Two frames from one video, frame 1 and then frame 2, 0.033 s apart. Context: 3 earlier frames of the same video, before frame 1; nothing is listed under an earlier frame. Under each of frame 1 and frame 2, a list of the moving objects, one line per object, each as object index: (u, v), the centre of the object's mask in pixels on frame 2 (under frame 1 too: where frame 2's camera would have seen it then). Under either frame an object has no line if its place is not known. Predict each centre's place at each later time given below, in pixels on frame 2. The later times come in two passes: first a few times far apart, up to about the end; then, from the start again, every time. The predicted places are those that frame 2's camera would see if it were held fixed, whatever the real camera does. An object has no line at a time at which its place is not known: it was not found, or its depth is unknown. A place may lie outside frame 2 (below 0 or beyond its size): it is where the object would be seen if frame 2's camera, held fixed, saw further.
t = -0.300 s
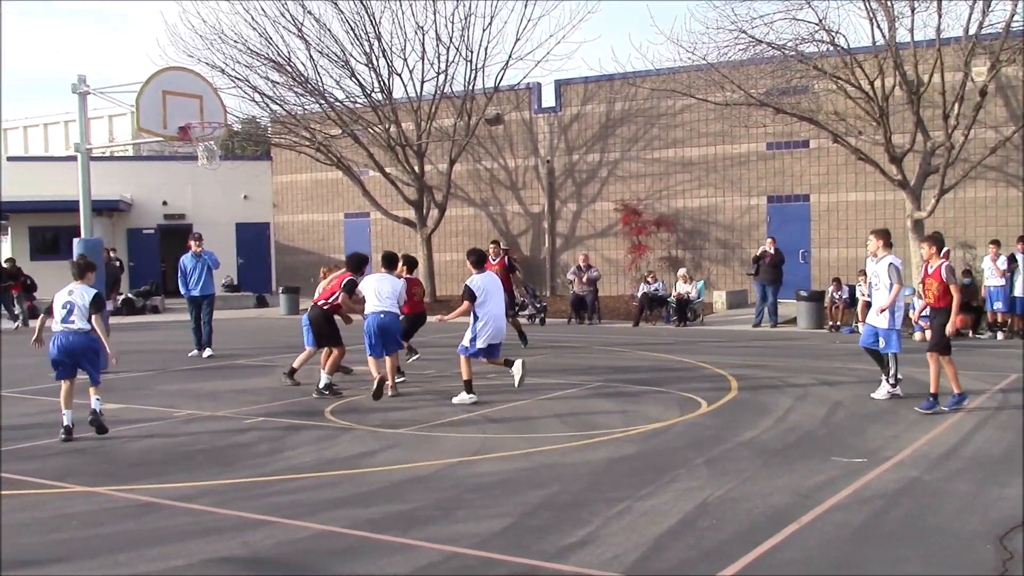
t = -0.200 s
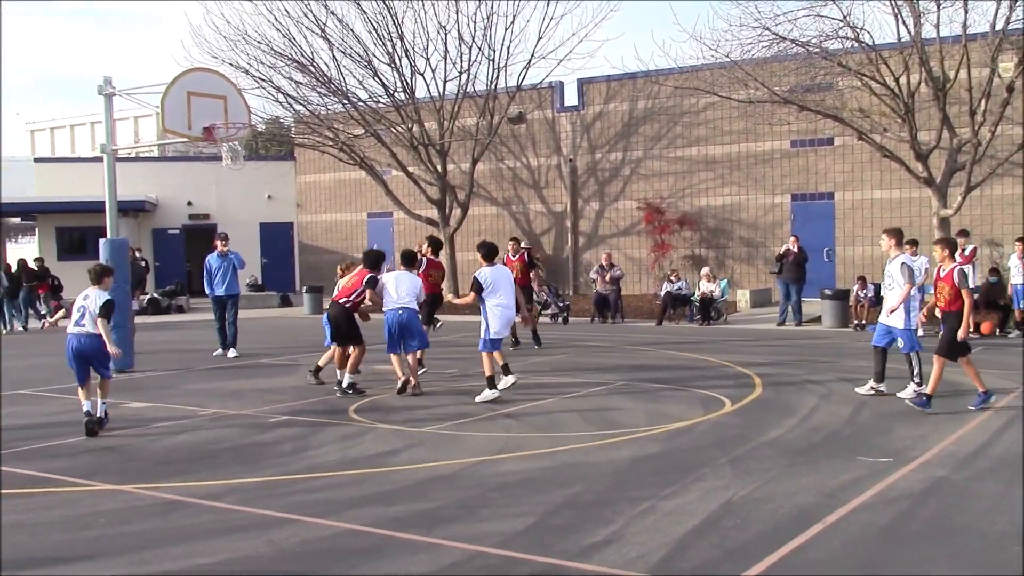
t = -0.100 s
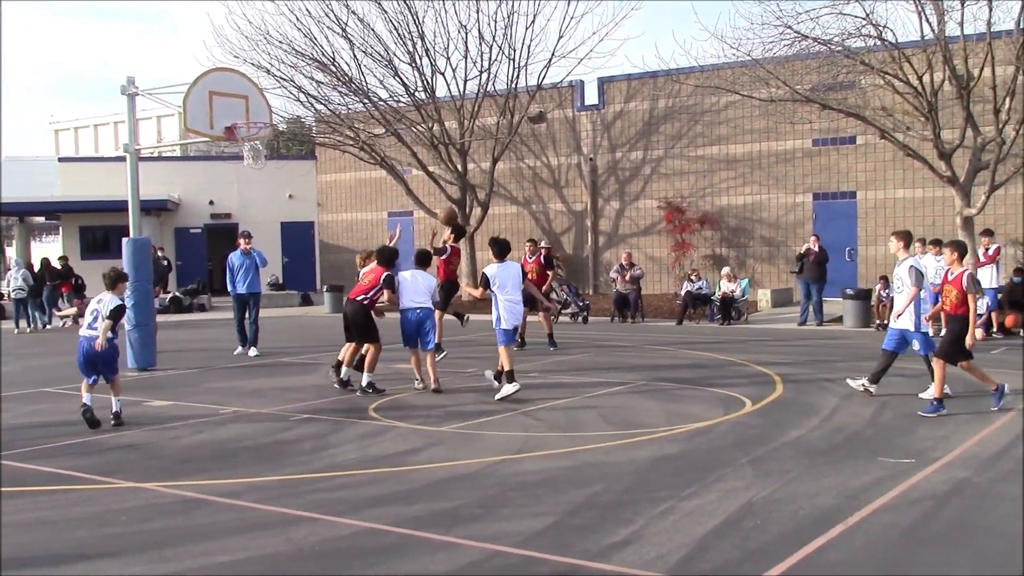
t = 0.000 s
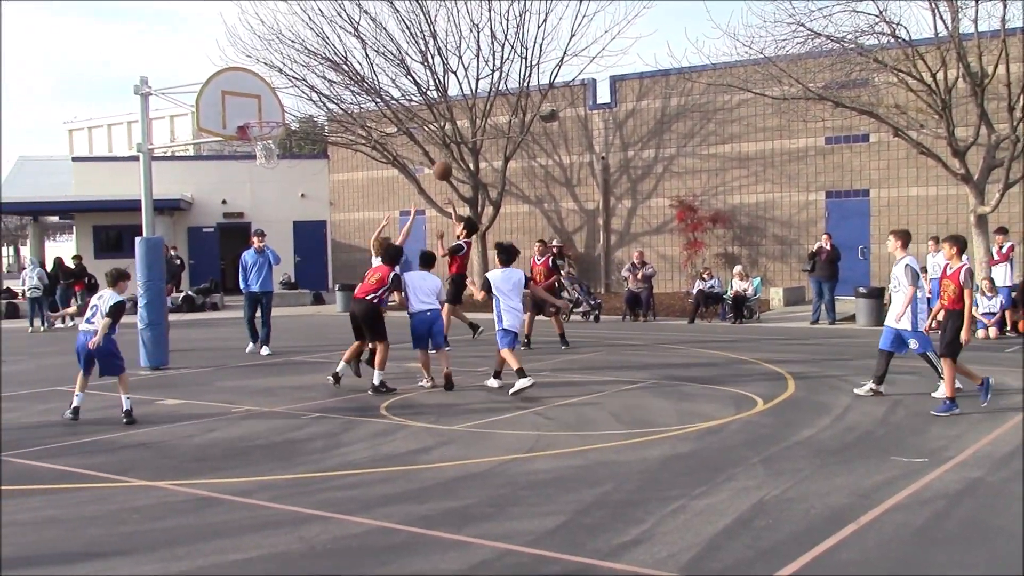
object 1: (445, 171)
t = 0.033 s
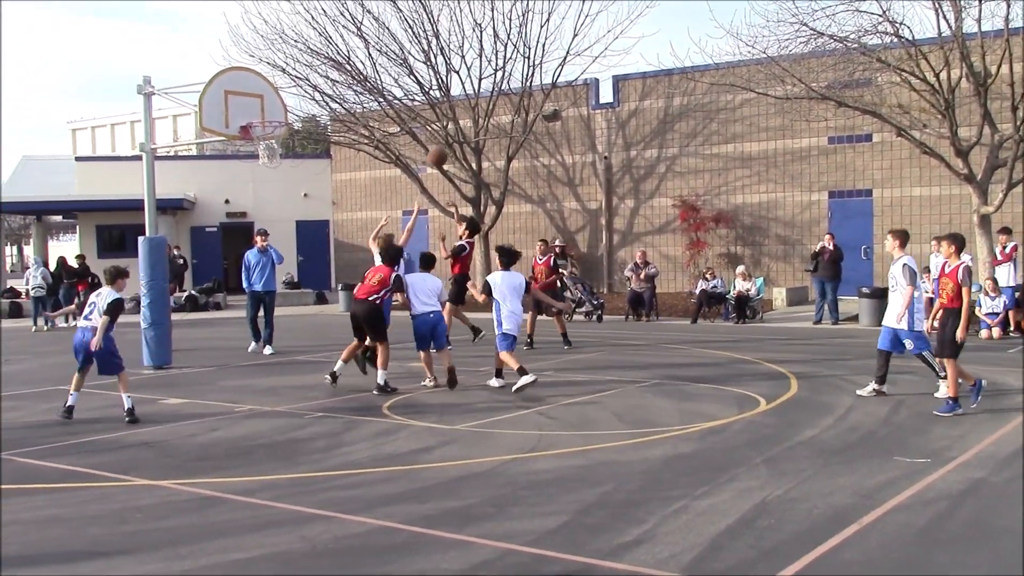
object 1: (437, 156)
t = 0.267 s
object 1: (385, 84)
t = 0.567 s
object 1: (321, 55)
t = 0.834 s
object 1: (268, 91)
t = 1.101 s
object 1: (273, 78)
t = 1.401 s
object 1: (313, 71)
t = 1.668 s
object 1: (351, 126)
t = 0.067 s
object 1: (430, 144)
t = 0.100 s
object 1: (422, 131)
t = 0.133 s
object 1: (414, 120)
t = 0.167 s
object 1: (408, 110)
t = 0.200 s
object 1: (400, 100)
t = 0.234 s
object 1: (392, 91)
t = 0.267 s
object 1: (385, 84)
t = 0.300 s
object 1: (377, 78)
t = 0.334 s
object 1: (371, 72)
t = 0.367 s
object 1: (363, 67)
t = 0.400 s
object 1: (356, 63)
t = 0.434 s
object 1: (348, 59)
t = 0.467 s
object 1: (341, 57)
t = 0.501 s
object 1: (335, 56)
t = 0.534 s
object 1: (329, 55)
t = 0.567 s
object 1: (321, 55)
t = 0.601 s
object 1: (315, 56)
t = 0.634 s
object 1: (308, 59)
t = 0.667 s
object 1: (301, 62)
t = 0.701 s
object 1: (294, 66)
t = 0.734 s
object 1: (287, 71)
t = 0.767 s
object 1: (281, 77)
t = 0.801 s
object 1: (274, 84)
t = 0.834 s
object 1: (268, 91)
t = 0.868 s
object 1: (261, 100)
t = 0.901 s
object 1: (254, 109)
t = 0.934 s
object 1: (251, 112)
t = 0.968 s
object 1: (256, 104)
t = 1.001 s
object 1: (260, 96)
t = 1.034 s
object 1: (264, 89)
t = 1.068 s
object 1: (269, 83)
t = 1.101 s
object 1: (273, 78)
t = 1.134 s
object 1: (277, 73)
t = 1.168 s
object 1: (281, 70)
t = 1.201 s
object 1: (286, 67)
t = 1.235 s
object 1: (291, 66)
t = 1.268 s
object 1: (294, 65)
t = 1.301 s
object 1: (299, 65)
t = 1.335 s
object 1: (304, 66)
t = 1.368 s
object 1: (309, 68)
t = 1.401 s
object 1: (313, 71)
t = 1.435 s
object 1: (318, 75)
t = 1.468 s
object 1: (323, 79)
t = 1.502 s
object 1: (327, 85)
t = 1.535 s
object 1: (332, 91)
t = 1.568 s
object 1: (336, 99)
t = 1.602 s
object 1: (342, 107)
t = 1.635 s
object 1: (345, 117)
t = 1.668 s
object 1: (351, 126)
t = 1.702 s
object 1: (355, 137)
